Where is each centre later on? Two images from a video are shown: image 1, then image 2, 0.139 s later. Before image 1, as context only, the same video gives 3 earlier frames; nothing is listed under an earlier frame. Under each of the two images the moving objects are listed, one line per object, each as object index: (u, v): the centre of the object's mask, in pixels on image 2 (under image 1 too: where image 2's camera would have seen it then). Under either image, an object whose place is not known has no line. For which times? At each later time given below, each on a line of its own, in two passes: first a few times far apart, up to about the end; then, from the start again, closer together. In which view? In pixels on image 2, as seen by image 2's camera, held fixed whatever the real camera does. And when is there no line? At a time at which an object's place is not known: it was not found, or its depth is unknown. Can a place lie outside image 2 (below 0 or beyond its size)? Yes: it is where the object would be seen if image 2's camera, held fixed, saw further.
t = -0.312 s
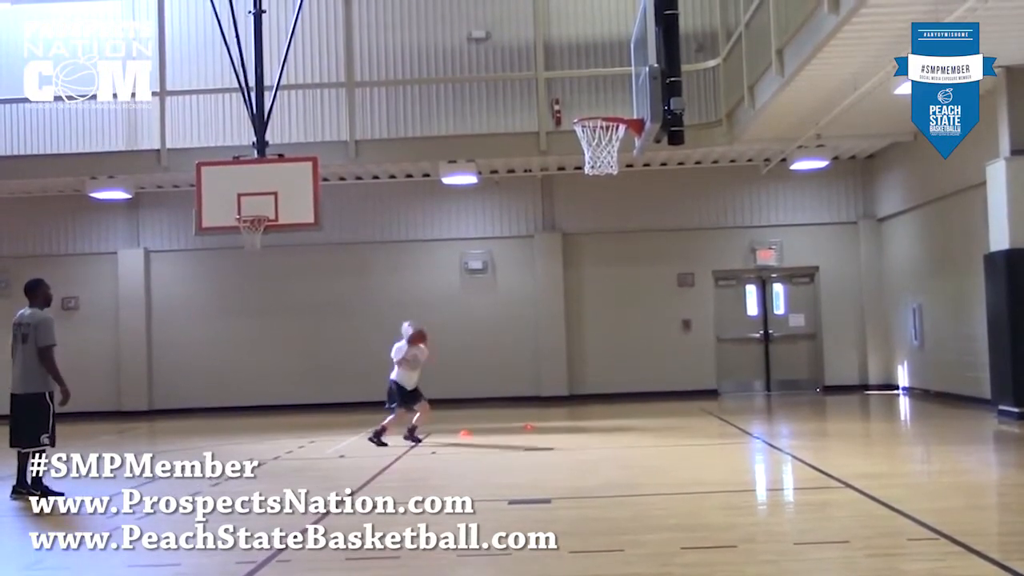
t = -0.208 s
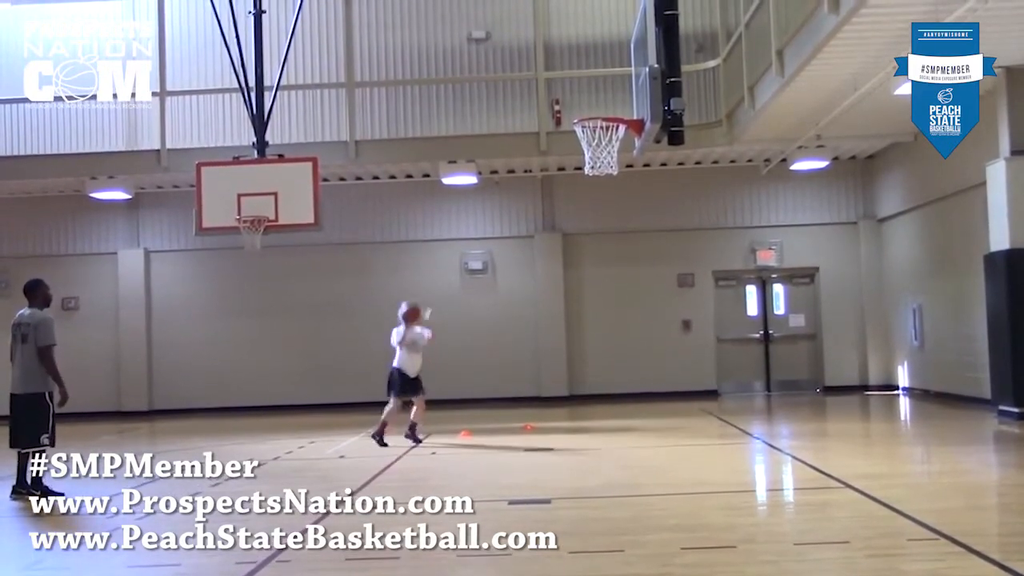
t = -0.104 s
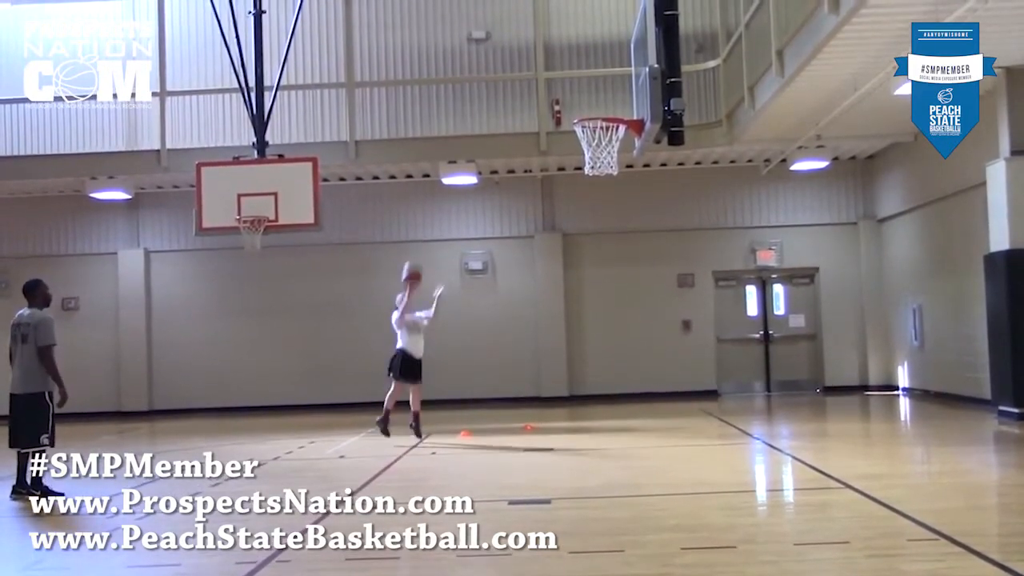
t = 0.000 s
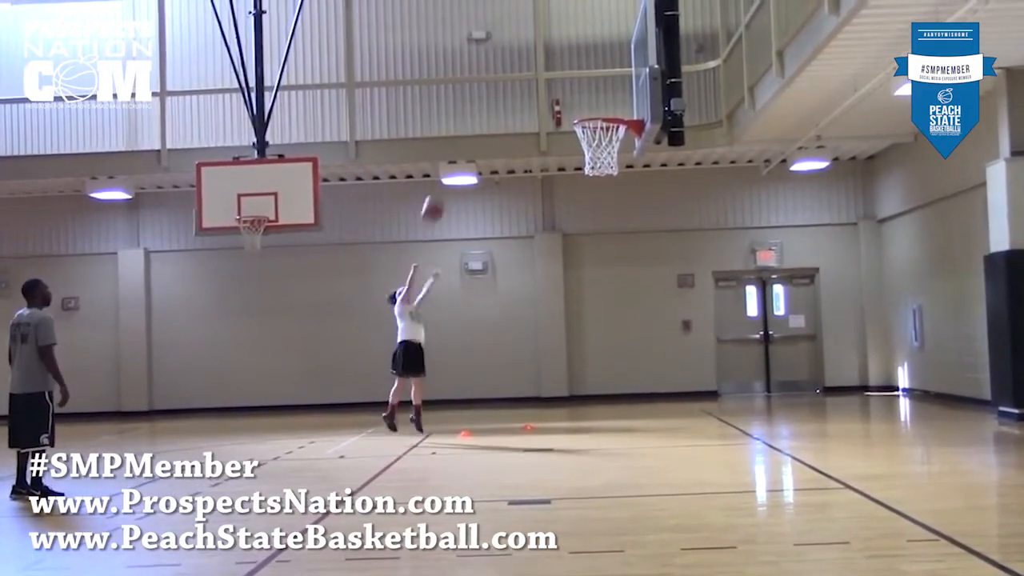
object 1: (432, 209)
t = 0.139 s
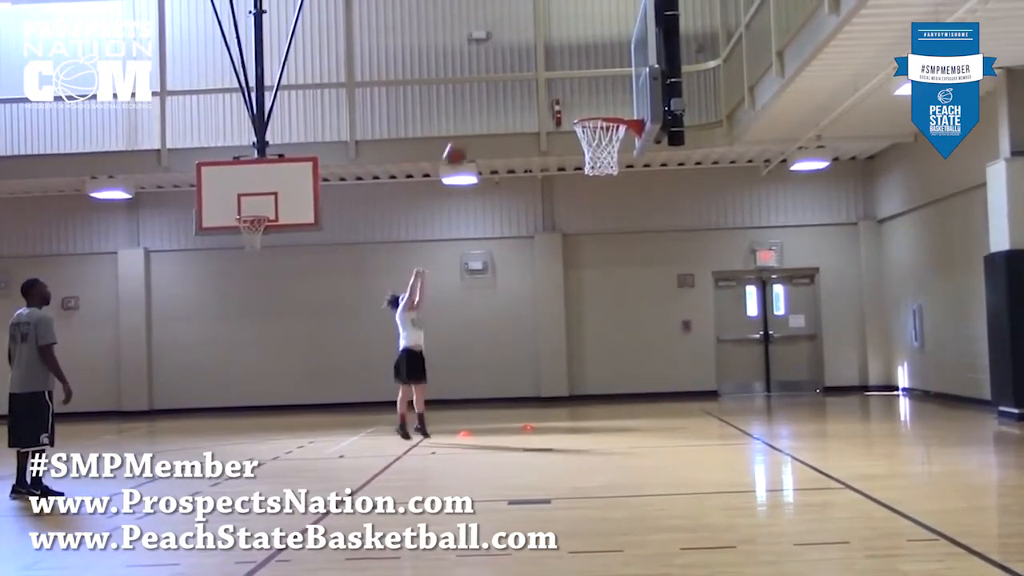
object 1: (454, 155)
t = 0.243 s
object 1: (473, 122)
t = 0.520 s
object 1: (526, 77)
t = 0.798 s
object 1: (590, 99)
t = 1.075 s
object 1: (607, 166)
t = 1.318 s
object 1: (619, 254)
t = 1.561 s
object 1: (637, 403)
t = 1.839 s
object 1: (649, 358)
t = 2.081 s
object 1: (660, 289)
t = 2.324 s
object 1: (672, 295)
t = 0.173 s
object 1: (461, 143)
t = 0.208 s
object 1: (467, 132)
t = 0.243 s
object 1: (473, 122)
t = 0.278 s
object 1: (479, 113)
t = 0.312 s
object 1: (485, 106)
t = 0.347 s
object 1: (491, 99)
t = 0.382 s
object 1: (498, 93)
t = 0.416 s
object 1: (505, 87)
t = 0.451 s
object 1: (512, 83)
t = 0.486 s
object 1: (519, 79)
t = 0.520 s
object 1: (526, 77)
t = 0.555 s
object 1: (534, 76)
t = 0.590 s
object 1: (541, 76)
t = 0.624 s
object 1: (549, 76)
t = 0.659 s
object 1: (558, 79)
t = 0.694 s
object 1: (565, 82)
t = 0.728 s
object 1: (573, 87)
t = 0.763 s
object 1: (581, 92)
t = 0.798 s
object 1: (590, 99)
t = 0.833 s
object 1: (600, 107)
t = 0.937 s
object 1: (592, 133)
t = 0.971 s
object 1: (595, 136)
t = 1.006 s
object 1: (598, 143)
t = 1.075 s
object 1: (607, 166)
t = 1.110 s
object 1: (606, 178)
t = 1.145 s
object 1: (607, 184)
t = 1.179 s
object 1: (609, 195)
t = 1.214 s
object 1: (611, 208)
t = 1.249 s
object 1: (614, 221)
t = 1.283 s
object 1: (616, 236)
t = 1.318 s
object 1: (619, 254)
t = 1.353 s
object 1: (621, 271)
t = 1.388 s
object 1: (624, 289)
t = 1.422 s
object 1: (626, 309)
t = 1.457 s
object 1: (629, 331)
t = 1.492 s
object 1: (632, 354)
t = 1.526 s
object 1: (634, 377)
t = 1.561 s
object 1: (637, 403)
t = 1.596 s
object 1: (641, 430)
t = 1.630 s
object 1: (644, 454)
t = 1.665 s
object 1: (645, 440)
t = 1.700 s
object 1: (645, 421)
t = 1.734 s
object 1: (645, 404)
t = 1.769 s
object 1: (647, 389)
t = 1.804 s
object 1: (648, 372)
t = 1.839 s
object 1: (649, 358)
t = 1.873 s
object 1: (650, 347)
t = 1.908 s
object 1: (651, 334)
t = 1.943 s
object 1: (653, 325)
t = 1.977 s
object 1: (654, 314)
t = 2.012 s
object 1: (656, 306)
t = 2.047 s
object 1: (657, 299)
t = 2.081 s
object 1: (660, 289)
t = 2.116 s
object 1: (662, 286)
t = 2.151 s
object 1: (664, 284)
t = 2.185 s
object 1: (665, 284)
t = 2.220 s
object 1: (667, 285)
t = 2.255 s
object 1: (669, 287)
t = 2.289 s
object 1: (670, 290)
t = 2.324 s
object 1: (672, 295)
